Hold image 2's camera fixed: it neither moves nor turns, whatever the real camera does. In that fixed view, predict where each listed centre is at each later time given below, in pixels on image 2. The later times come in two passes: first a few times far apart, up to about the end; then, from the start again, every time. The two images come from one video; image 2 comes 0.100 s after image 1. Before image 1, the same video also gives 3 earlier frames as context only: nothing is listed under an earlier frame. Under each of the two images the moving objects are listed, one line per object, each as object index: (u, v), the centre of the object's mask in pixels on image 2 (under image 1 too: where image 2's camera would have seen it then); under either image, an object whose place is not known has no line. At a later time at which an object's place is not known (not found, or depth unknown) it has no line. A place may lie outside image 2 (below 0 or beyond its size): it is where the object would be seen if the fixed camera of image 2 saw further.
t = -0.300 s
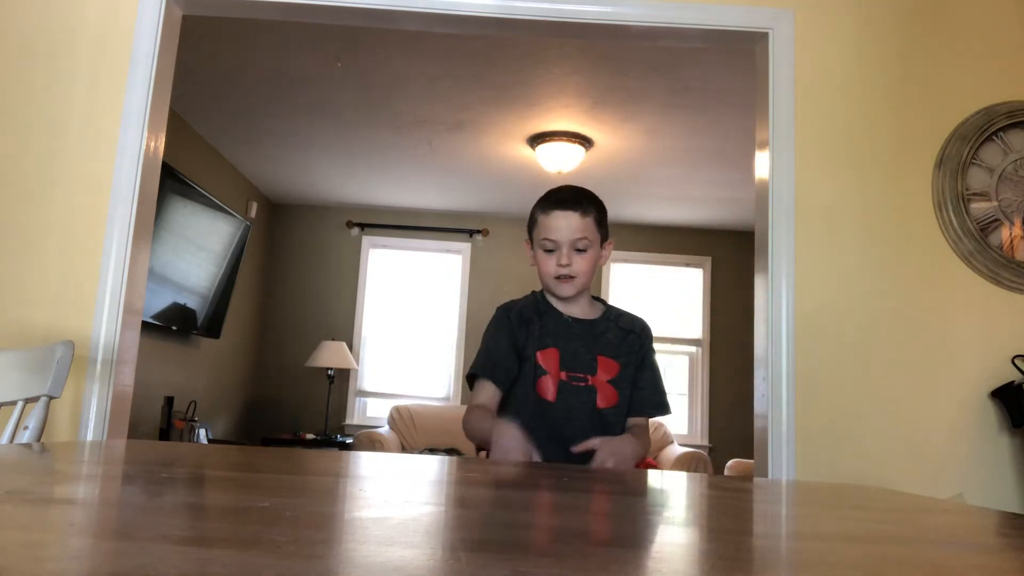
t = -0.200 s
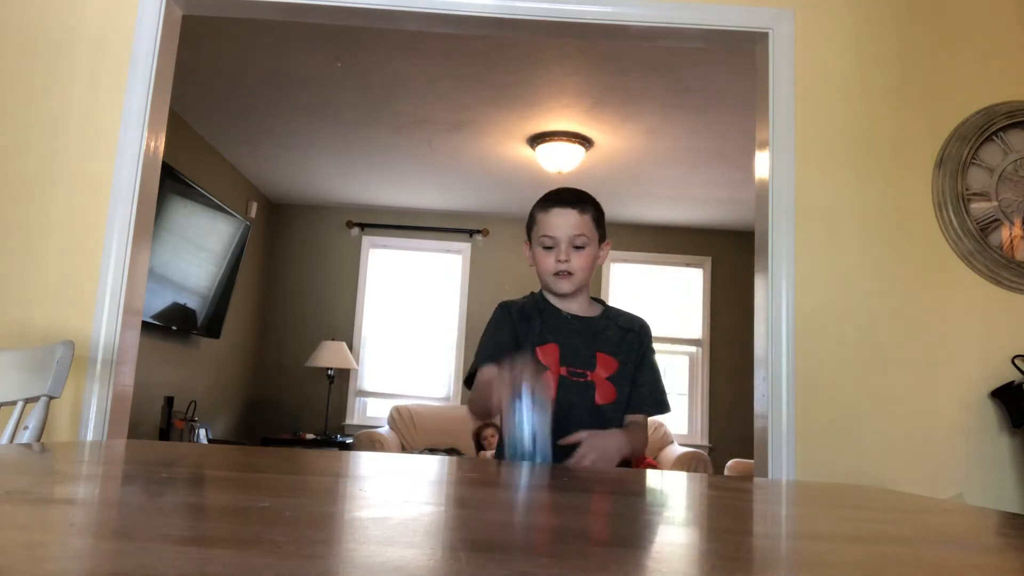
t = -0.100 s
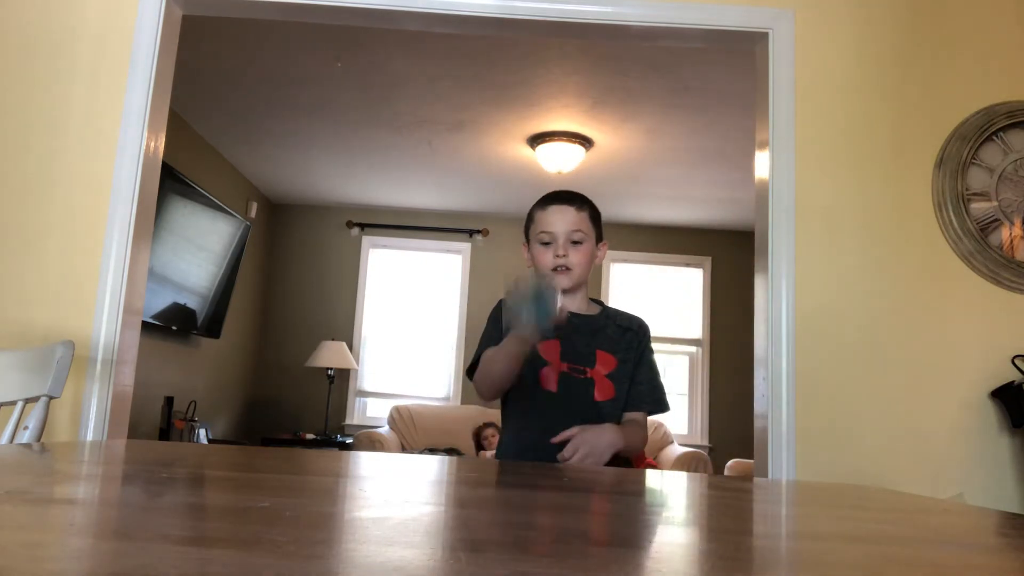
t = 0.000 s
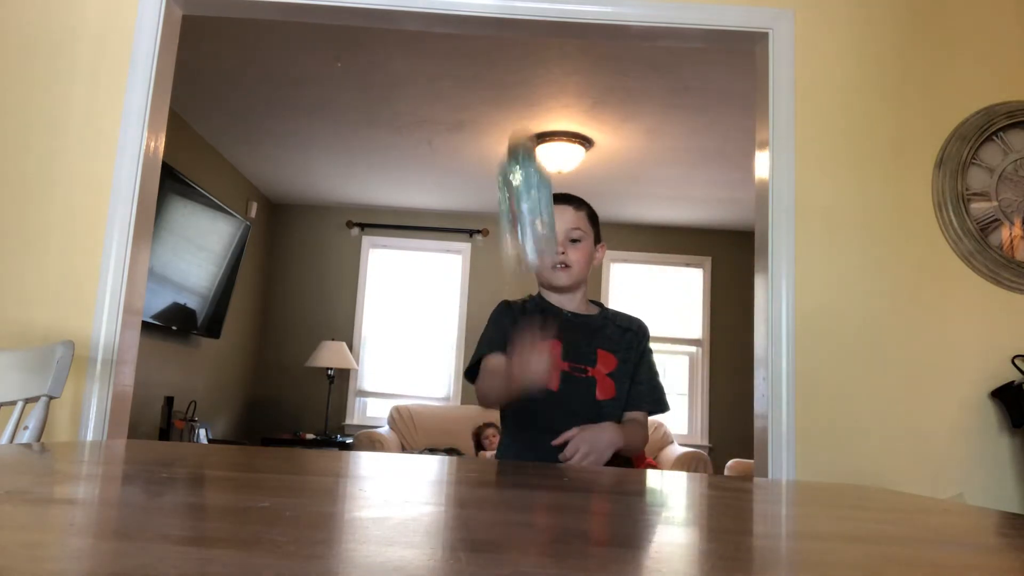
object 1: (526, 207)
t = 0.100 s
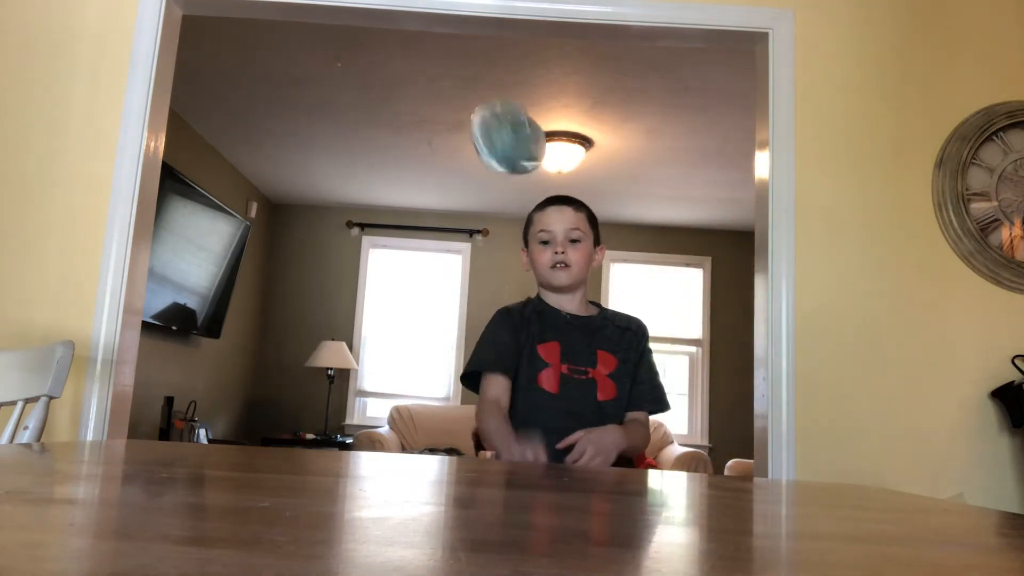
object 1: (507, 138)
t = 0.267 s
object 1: (488, 251)
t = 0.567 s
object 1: (412, 434)
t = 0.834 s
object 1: (413, 440)
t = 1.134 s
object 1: (441, 445)
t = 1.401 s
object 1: (465, 449)
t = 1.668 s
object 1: (492, 454)
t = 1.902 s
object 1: (514, 457)
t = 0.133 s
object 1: (505, 137)
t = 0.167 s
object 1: (501, 150)
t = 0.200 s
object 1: (496, 169)
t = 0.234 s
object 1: (492, 205)
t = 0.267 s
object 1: (488, 251)
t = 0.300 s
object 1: (484, 316)
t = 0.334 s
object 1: (473, 368)
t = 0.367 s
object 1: (467, 376)
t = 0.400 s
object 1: (465, 380)
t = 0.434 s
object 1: (459, 384)
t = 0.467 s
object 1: (450, 393)
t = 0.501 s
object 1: (436, 412)
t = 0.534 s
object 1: (427, 430)
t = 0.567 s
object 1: (412, 434)
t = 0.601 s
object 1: (409, 436)
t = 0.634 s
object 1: (411, 438)
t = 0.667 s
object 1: (412, 438)
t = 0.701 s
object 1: (411, 439)
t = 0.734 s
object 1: (411, 439)
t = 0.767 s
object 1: (411, 439)
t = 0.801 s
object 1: (411, 440)
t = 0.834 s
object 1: (413, 440)
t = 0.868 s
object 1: (416, 441)
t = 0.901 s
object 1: (419, 442)
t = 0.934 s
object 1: (422, 442)
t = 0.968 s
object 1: (425, 442)
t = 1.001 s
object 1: (428, 443)
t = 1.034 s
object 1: (431, 443)
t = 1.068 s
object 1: (434, 444)
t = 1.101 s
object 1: (437, 444)
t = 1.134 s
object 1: (441, 445)
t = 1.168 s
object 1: (444, 445)
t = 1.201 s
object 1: (446, 445)
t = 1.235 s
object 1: (450, 446)
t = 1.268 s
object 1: (452, 446)
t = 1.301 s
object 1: (456, 448)
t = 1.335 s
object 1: (460, 448)
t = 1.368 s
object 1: (462, 448)
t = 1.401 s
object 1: (465, 449)
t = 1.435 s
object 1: (468, 450)
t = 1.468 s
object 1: (472, 450)
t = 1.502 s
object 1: (476, 451)
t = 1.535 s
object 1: (478, 451)
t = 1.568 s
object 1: (482, 452)
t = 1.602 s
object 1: (485, 453)
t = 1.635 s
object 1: (488, 453)
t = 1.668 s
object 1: (492, 454)
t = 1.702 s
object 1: (495, 454)
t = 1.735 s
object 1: (498, 455)
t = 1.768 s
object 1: (502, 455)
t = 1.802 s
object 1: (505, 455)
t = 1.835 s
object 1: (508, 456)
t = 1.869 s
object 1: (511, 457)
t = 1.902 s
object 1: (514, 457)
